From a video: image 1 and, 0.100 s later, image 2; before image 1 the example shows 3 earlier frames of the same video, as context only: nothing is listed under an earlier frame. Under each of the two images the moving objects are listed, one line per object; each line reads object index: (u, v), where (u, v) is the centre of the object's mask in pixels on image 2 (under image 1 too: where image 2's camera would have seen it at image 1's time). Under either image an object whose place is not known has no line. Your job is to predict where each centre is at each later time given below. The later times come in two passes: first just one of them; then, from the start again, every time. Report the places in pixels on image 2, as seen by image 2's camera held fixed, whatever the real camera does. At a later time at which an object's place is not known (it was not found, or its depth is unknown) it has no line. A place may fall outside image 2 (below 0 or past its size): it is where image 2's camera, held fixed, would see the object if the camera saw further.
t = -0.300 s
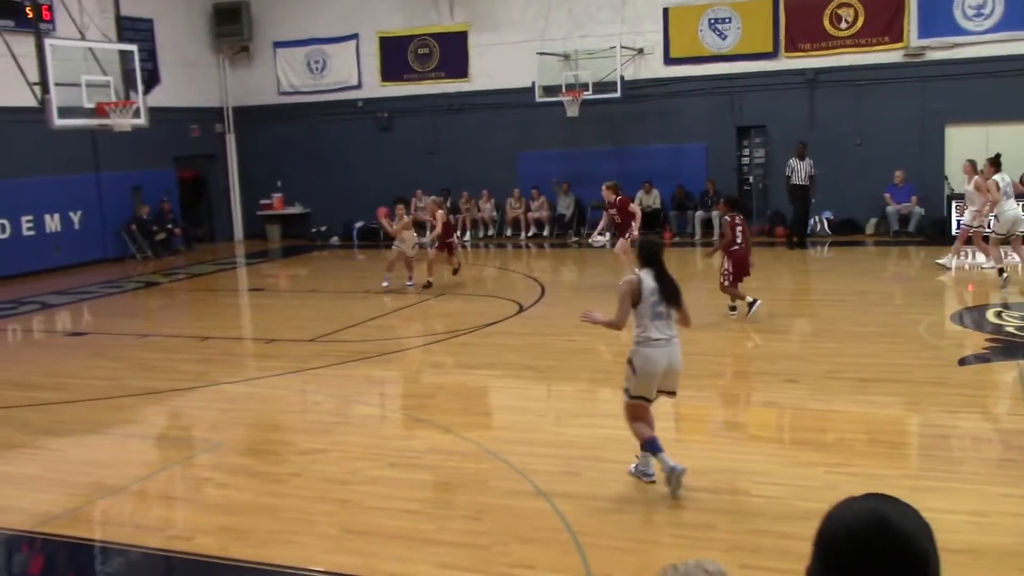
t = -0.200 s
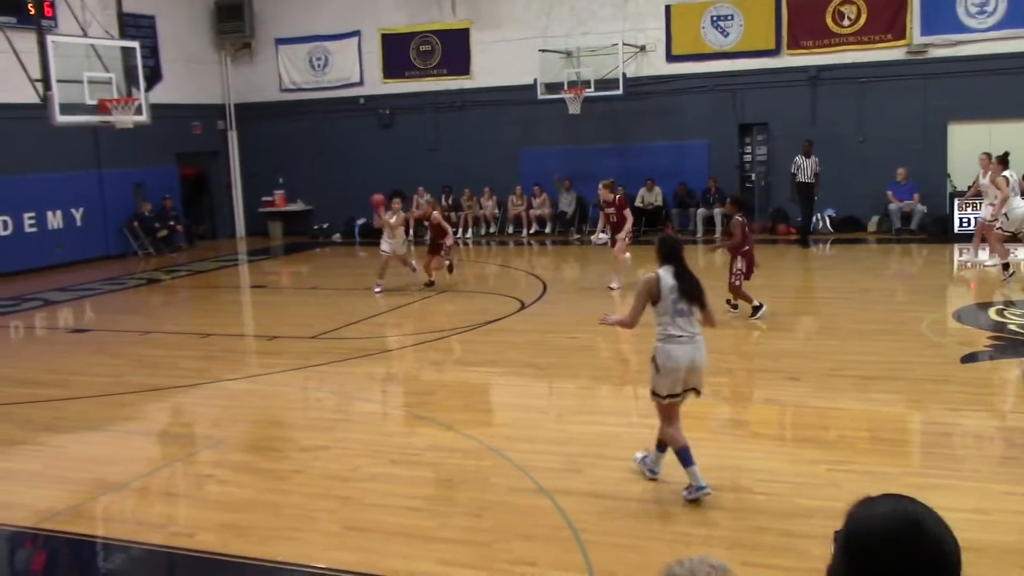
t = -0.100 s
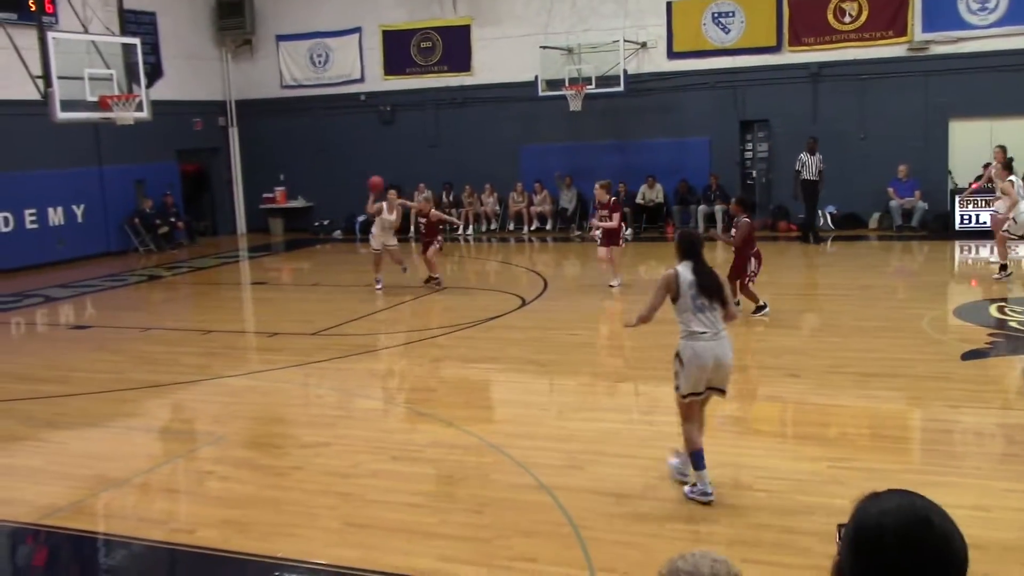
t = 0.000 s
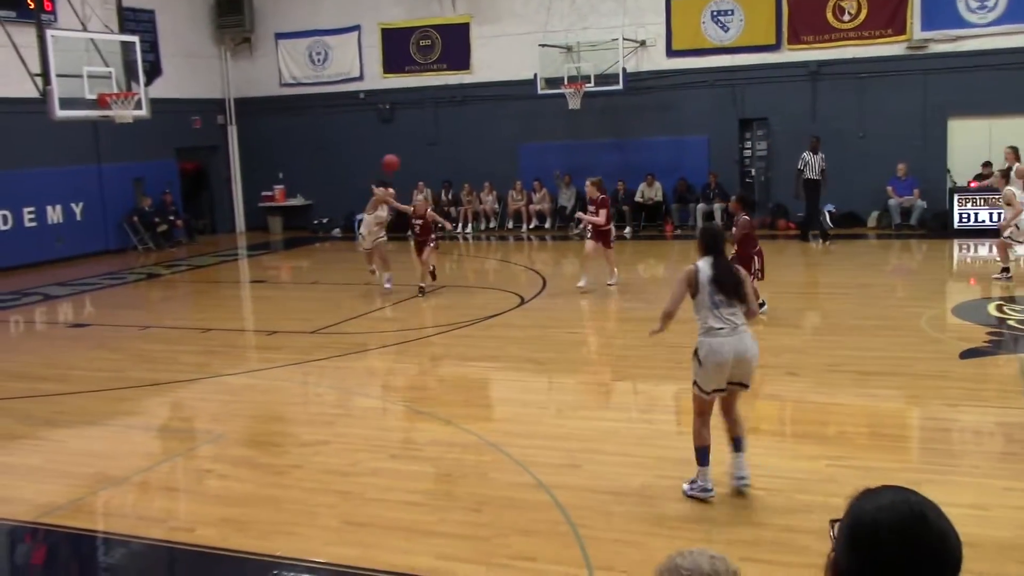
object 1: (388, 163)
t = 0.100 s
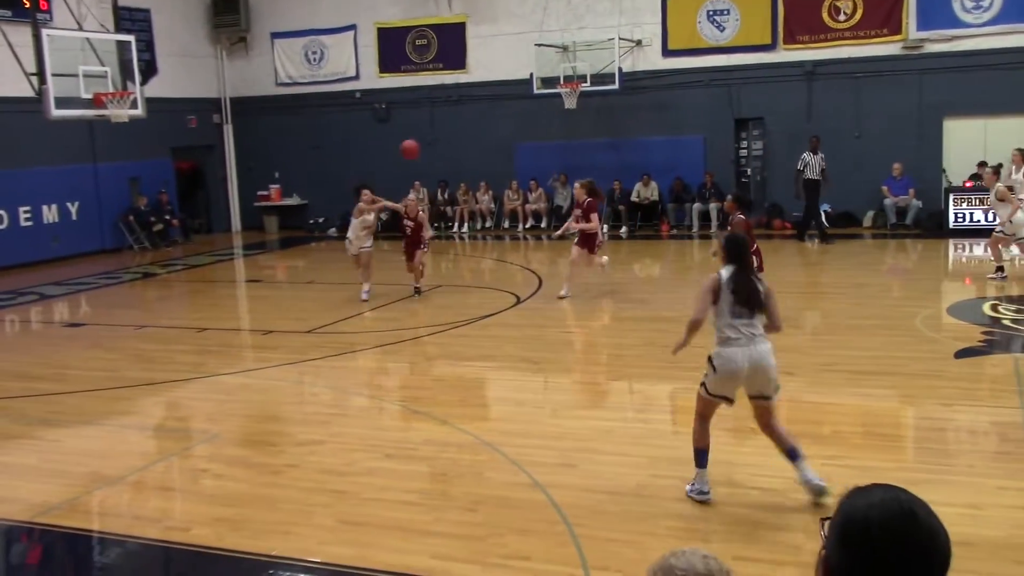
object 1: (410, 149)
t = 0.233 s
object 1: (446, 140)
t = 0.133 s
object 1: (419, 146)
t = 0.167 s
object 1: (427, 143)
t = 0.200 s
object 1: (437, 141)
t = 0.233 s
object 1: (446, 140)
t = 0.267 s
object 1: (457, 139)
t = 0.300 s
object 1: (467, 140)
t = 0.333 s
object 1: (478, 142)
